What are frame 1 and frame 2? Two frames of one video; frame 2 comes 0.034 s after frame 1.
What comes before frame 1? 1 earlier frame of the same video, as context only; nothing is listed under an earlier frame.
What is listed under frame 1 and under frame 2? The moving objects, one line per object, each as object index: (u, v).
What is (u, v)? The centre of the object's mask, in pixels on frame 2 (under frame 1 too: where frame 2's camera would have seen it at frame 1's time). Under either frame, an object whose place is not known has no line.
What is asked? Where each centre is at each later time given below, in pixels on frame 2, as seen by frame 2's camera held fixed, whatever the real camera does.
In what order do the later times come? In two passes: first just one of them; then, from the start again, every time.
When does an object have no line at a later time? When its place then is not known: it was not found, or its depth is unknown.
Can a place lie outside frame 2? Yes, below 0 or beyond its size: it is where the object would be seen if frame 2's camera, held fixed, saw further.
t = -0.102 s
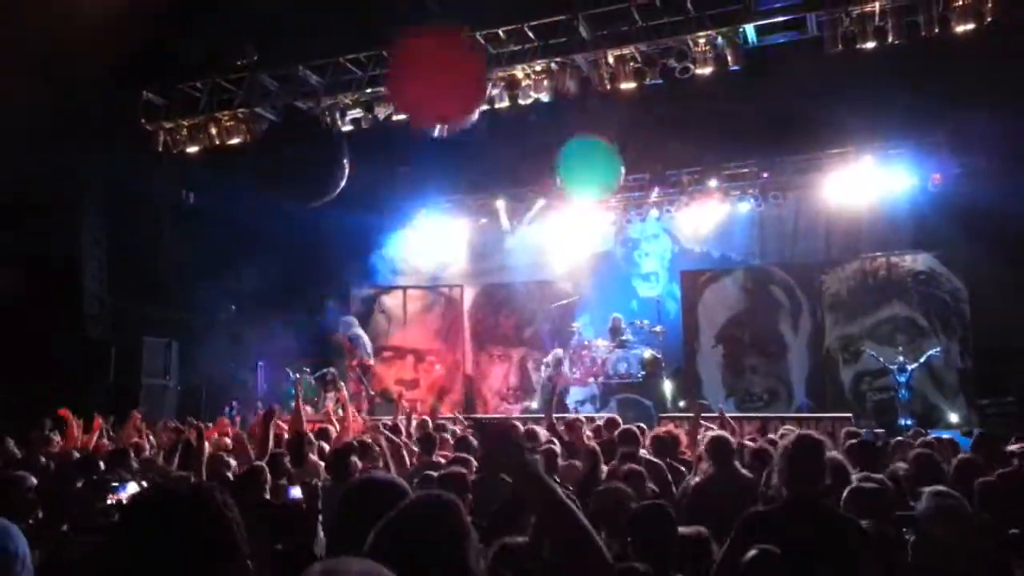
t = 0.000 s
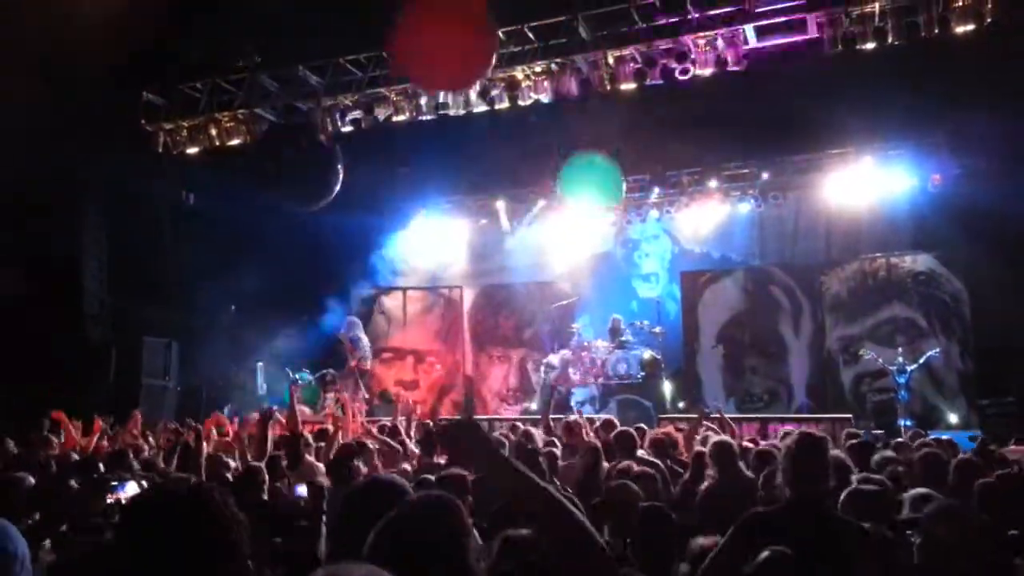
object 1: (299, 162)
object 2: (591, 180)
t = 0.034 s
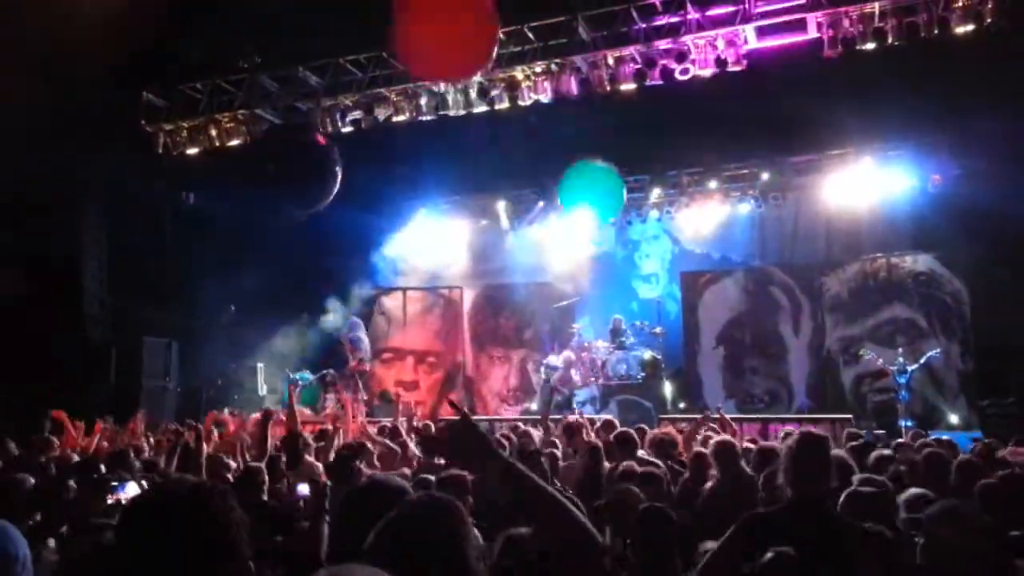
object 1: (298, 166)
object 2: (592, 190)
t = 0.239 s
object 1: (289, 175)
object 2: (594, 228)
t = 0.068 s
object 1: (297, 168)
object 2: (594, 195)
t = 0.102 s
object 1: (294, 170)
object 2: (595, 201)
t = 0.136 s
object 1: (289, 172)
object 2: (595, 209)
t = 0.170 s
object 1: (287, 173)
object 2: (595, 216)
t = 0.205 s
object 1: (290, 173)
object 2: (594, 223)
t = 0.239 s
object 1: (289, 175)
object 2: (594, 228)
